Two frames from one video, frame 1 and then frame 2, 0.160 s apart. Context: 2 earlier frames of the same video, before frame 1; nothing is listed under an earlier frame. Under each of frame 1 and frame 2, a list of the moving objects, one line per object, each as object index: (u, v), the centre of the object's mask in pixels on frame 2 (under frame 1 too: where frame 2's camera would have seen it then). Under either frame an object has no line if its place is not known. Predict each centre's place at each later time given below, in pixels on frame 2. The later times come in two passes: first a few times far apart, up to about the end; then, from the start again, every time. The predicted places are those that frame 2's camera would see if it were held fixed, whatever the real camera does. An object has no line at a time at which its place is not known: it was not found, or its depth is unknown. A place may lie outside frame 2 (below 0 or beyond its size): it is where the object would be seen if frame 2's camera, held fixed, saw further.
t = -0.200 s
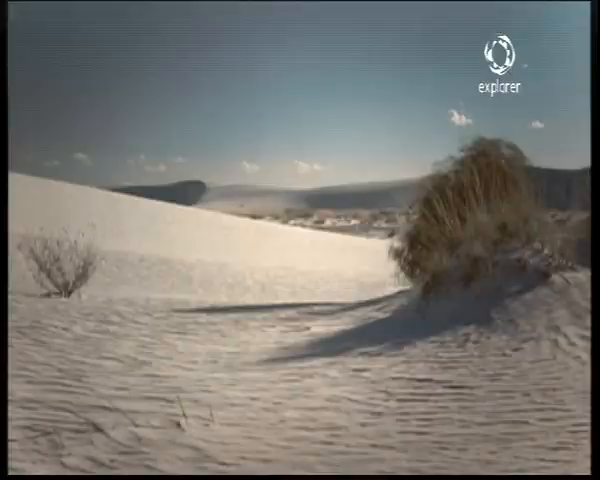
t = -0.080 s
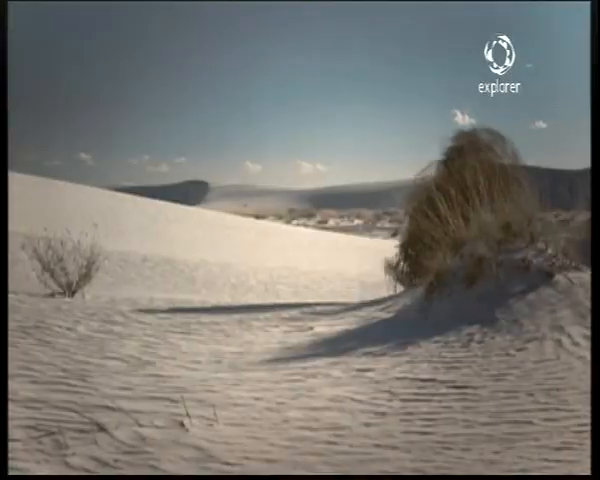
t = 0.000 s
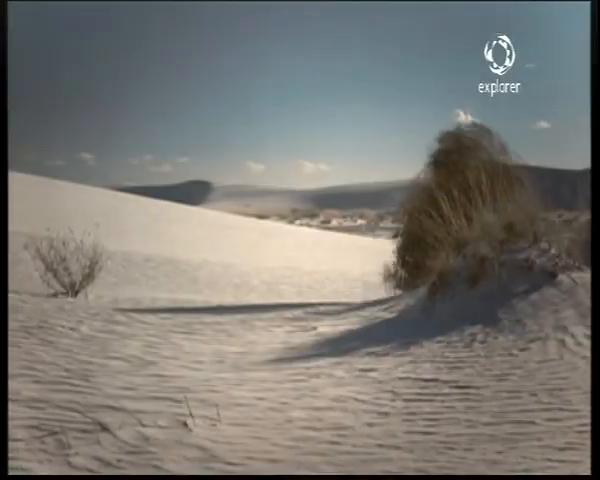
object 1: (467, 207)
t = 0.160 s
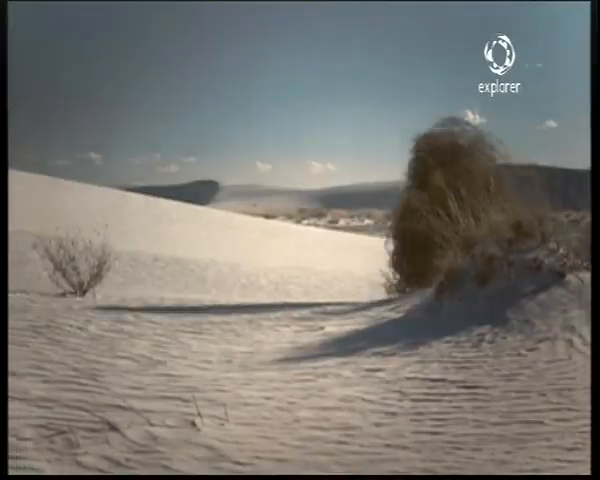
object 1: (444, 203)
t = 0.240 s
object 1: (436, 203)
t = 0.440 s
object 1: (412, 208)
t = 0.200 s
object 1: (439, 202)
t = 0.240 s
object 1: (436, 203)
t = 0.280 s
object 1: (432, 202)
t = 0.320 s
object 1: (428, 203)
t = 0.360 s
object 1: (424, 203)
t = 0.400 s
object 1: (418, 205)
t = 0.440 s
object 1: (412, 208)
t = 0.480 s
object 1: (406, 211)
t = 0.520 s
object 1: (402, 213)
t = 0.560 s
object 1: (396, 218)
